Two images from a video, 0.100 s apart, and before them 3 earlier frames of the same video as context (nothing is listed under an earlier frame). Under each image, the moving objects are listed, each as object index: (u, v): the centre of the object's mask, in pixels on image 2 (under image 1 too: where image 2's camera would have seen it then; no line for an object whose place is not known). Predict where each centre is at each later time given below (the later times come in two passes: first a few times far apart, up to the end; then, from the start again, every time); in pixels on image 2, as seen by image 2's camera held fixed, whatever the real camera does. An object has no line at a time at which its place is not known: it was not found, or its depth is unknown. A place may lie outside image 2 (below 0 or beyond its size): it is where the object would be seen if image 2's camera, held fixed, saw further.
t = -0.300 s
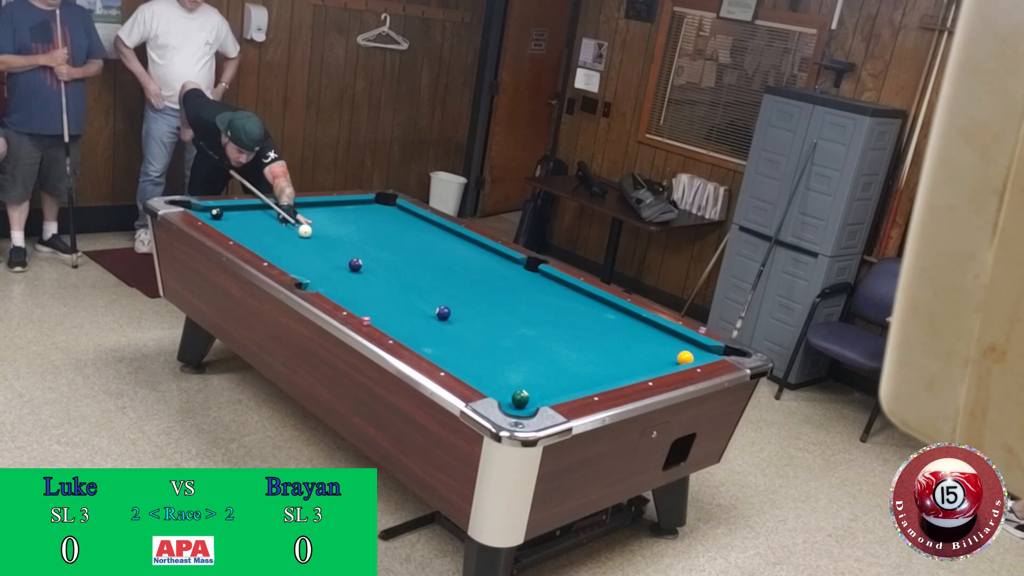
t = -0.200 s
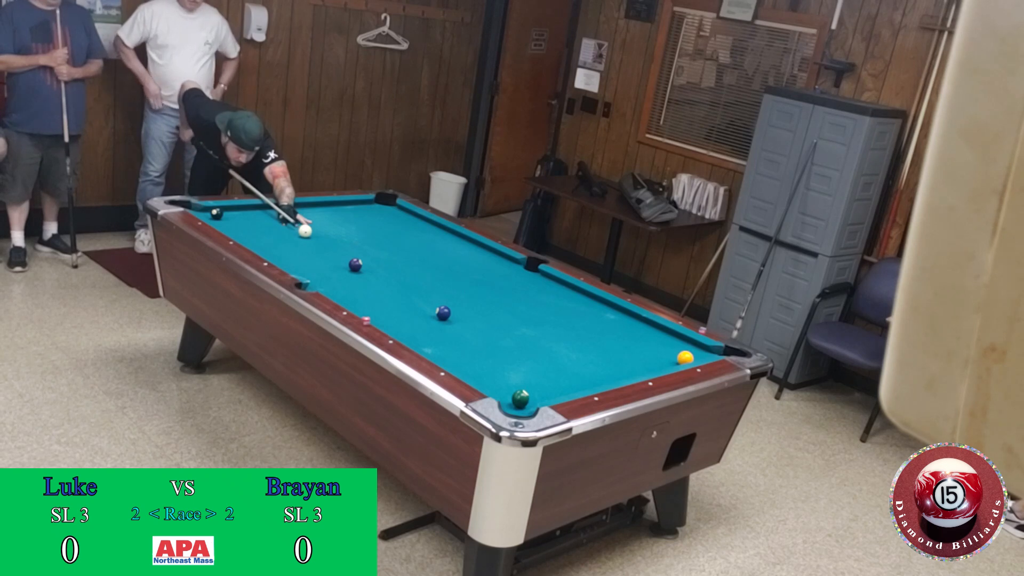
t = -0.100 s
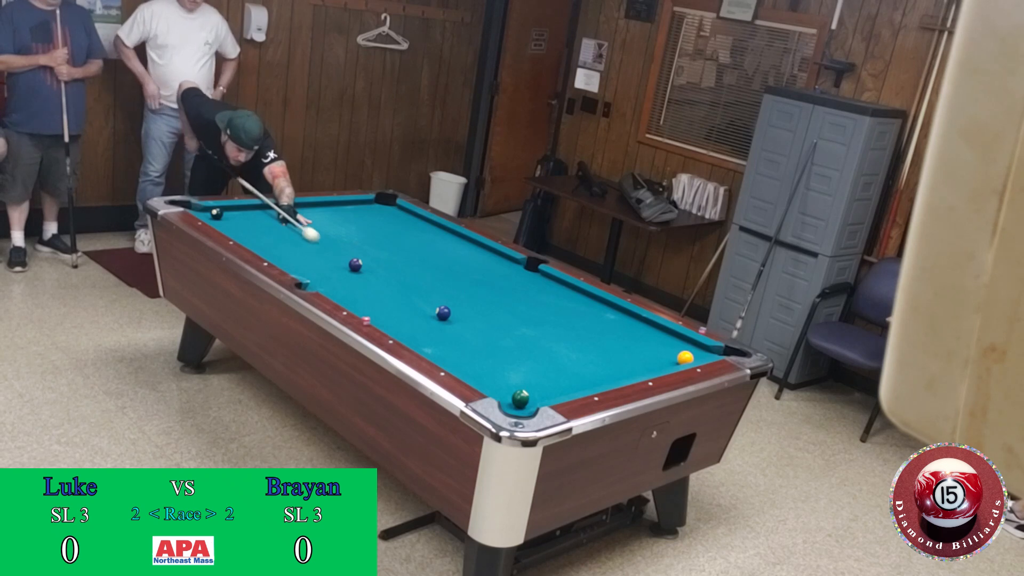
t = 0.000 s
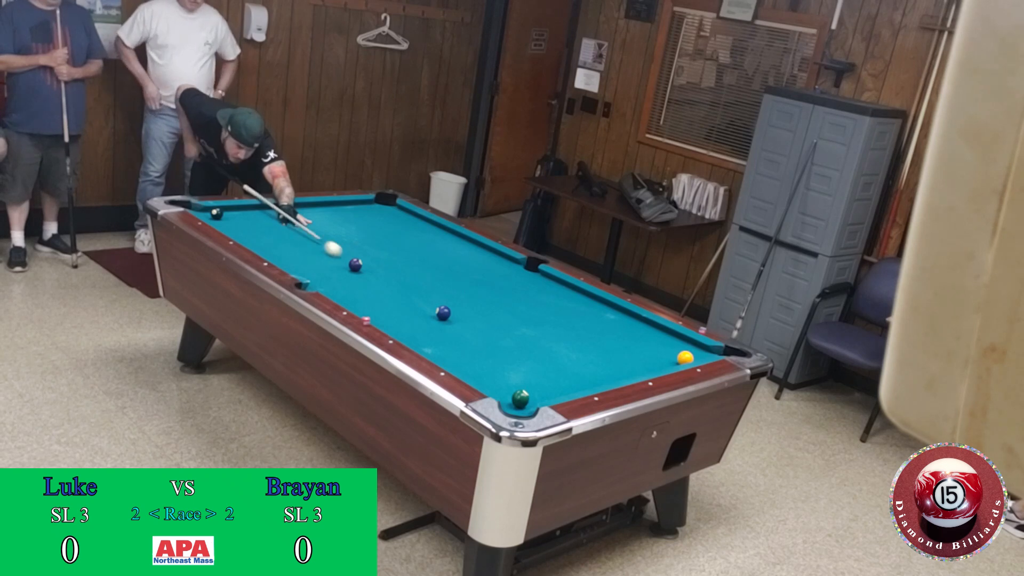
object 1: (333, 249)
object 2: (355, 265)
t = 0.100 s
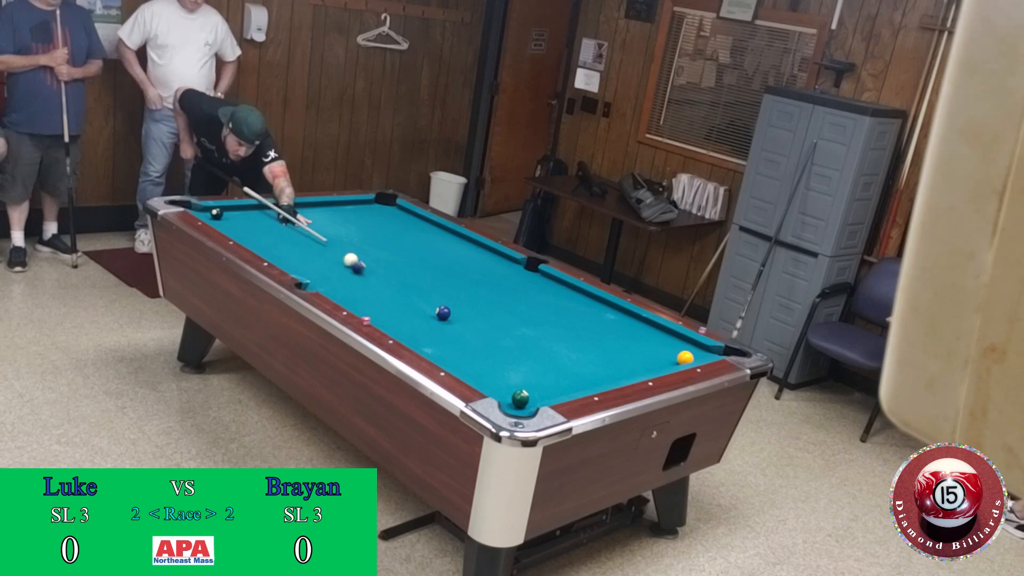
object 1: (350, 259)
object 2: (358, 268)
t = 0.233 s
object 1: (359, 262)
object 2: (374, 281)
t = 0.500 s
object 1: (378, 269)
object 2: (404, 305)
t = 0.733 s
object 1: (394, 274)
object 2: (432, 329)
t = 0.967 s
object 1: (409, 280)
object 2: (462, 353)
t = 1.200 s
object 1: (424, 285)
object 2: (496, 380)
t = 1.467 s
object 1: (439, 290)
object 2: (510, 394)
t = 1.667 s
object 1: (450, 294)
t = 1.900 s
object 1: (461, 298)
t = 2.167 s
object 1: (473, 302)
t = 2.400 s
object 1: (483, 305)
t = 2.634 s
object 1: (491, 308)
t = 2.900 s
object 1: (500, 311)
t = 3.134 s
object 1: (506, 313)
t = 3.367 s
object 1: (511, 315)
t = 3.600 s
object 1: (515, 316)
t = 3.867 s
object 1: (518, 317)
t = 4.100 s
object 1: (518, 317)
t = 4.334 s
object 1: (518, 317)
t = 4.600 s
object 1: (518, 317)
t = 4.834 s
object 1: (518, 317)
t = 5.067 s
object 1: (518, 317)
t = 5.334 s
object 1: (518, 317)
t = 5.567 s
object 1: (518, 317)
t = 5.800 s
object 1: (518, 317)
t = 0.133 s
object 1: (352, 260)
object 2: (363, 271)
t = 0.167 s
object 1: (354, 260)
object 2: (367, 274)
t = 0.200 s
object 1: (356, 261)
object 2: (371, 278)
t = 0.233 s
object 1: (359, 262)
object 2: (374, 281)
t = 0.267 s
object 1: (361, 263)
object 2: (378, 284)
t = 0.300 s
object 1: (364, 264)
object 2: (382, 287)
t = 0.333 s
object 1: (366, 265)
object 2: (385, 290)
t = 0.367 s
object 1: (369, 266)
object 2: (389, 293)
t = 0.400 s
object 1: (371, 266)
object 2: (393, 296)
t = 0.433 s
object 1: (373, 267)
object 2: (396, 299)
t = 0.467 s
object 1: (376, 268)
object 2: (400, 302)
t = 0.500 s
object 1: (378, 269)
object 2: (404, 305)
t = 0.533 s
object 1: (380, 270)
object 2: (408, 308)
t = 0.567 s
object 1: (383, 270)
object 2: (411, 312)
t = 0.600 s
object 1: (385, 271)
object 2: (415, 315)
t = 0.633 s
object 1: (387, 272)
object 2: (419, 318)
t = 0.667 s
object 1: (389, 273)
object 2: (423, 322)
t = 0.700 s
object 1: (392, 274)
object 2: (428, 325)
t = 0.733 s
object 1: (394, 274)
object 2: (432, 329)
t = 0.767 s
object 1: (396, 275)
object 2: (436, 332)
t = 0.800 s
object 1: (398, 276)
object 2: (440, 335)
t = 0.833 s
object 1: (400, 277)
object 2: (444, 339)
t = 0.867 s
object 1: (403, 277)
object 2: (449, 343)
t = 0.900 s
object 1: (405, 278)
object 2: (454, 346)
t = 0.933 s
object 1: (407, 279)
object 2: (458, 350)
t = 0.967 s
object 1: (409, 280)
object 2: (462, 353)
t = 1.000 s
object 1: (411, 280)
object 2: (467, 357)
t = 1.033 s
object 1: (413, 281)
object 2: (472, 361)
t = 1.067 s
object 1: (415, 282)
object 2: (477, 365)
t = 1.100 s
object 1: (417, 282)
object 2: (481, 369)
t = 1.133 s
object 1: (419, 283)
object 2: (486, 373)
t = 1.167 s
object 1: (422, 284)
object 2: (490, 376)
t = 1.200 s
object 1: (424, 285)
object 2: (496, 380)
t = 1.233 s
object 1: (426, 285)
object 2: (501, 385)
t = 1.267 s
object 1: (427, 286)
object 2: (506, 389)
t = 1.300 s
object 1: (429, 287)
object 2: (508, 392)
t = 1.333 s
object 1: (431, 287)
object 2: (508, 392)
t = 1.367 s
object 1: (433, 288)
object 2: (509, 393)
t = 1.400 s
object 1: (435, 289)
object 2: (509, 394)
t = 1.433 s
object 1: (437, 289)
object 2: (509, 394)
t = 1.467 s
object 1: (439, 290)
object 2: (510, 394)
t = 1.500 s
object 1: (441, 290)
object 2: (512, 395)
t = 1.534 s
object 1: (443, 291)
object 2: (513, 397)
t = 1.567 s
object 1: (444, 292)
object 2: (513, 399)
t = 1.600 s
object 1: (446, 292)
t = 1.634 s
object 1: (448, 293)
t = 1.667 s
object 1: (450, 294)
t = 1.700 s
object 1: (451, 294)
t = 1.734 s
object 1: (453, 295)
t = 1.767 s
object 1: (455, 295)
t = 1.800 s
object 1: (456, 296)
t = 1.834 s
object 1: (458, 297)
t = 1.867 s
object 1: (460, 297)
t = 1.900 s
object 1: (461, 298)
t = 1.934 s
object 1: (463, 298)
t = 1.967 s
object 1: (464, 299)
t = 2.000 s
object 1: (466, 299)
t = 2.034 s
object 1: (467, 300)
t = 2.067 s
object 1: (469, 300)
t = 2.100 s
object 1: (470, 301)
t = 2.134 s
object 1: (472, 301)
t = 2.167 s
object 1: (473, 302)
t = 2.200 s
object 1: (475, 302)
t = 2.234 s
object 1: (476, 303)
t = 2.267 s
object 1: (477, 303)
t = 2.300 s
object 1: (479, 304)
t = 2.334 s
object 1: (480, 304)
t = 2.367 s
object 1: (481, 305)
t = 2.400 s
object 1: (483, 305)
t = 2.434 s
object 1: (484, 306)
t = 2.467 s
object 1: (485, 306)
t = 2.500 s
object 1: (487, 307)
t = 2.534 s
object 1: (488, 307)
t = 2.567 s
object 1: (489, 307)
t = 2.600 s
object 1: (490, 308)
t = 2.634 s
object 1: (491, 308)
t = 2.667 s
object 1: (492, 309)
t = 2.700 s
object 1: (494, 309)
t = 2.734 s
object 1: (495, 309)
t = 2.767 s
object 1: (496, 310)
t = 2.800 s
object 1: (497, 310)
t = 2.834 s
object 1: (498, 310)
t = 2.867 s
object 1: (499, 311)
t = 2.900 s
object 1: (500, 311)
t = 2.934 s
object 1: (501, 311)
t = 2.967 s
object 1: (502, 311)
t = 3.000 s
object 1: (503, 312)
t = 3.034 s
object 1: (504, 312)
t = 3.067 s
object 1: (504, 312)
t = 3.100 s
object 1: (505, 313)
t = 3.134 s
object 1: (506, 313)
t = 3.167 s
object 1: (507, 313)
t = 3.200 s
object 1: (508, 313)
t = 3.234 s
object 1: (509, 314)
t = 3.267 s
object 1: (509, 314)
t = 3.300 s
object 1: (510, 314)
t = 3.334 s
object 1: (510, 314)
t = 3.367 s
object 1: (511, 315)
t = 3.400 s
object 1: (512, 315)
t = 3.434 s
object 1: (512, 315)
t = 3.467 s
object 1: (513, 315)
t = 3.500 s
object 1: (513, 315)
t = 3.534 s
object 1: (514, 316)
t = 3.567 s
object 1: (514, 316)
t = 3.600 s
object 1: (515, 316)
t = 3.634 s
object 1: (515, 316)
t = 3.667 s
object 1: (516, 316)
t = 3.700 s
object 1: (516, 316)
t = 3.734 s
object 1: (517, 316)
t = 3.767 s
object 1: (517, 316)
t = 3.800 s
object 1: (517, 316)
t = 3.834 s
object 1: (517, 317)
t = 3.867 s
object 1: (518, 317)
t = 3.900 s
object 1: (518, 317)
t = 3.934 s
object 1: (518, 317)
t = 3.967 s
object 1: (518, 317)
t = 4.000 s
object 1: (518, 317)
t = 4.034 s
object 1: (518, 317)
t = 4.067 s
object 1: (518, 317)
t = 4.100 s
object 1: (518, 317)
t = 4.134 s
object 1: (518, 317)
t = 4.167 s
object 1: (518, 317)
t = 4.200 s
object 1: (518, 317)
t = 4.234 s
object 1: (518, 317)
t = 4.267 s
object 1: (518, 317)
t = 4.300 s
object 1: (518, 317)
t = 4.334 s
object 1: (518, 317)
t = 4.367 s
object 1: (518, 317)
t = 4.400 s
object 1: (518, 317)
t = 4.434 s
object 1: (518, 317)
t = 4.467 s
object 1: (518, 317)
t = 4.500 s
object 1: (518, 317)
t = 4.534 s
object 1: (518, 317)
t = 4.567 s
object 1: (518, 317)
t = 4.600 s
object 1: (518, 317)
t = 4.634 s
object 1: (518, 317)
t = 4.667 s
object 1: (518, 317)
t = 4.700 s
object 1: (518, 317)
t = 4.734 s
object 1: (518, 317)
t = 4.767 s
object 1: (518, 317)
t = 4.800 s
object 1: (518, 317)
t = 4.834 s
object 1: (518, 317)
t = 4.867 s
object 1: (518, 317)
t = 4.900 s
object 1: (518, 317)
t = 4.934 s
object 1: (518, 317)
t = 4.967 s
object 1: (518, 317)
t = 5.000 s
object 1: (518, 317)
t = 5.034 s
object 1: (518, 317)
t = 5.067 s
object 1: (518, 317)
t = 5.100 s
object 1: (518, 317)
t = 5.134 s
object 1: (518, 317)
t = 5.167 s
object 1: (518, 317)
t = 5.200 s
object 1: (518, 317)
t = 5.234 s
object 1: (518, 317)
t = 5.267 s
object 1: (518, 317)
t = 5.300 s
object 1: (518, 317)
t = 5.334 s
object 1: (518, 317)
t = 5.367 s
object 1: (518, 317)
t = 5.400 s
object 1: (518, 317)
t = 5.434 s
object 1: (518, 317)
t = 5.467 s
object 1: (518, 317)
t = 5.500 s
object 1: (518, 317)
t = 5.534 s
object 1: (518, 317)
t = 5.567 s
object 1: (518, 317)
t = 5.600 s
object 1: (518, 317)
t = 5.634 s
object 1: (518, 317)
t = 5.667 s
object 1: (518, 317)
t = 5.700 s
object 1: (518, 317)
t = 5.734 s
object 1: (518, 317)
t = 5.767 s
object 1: (518, 317)
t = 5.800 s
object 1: (518, 317)
